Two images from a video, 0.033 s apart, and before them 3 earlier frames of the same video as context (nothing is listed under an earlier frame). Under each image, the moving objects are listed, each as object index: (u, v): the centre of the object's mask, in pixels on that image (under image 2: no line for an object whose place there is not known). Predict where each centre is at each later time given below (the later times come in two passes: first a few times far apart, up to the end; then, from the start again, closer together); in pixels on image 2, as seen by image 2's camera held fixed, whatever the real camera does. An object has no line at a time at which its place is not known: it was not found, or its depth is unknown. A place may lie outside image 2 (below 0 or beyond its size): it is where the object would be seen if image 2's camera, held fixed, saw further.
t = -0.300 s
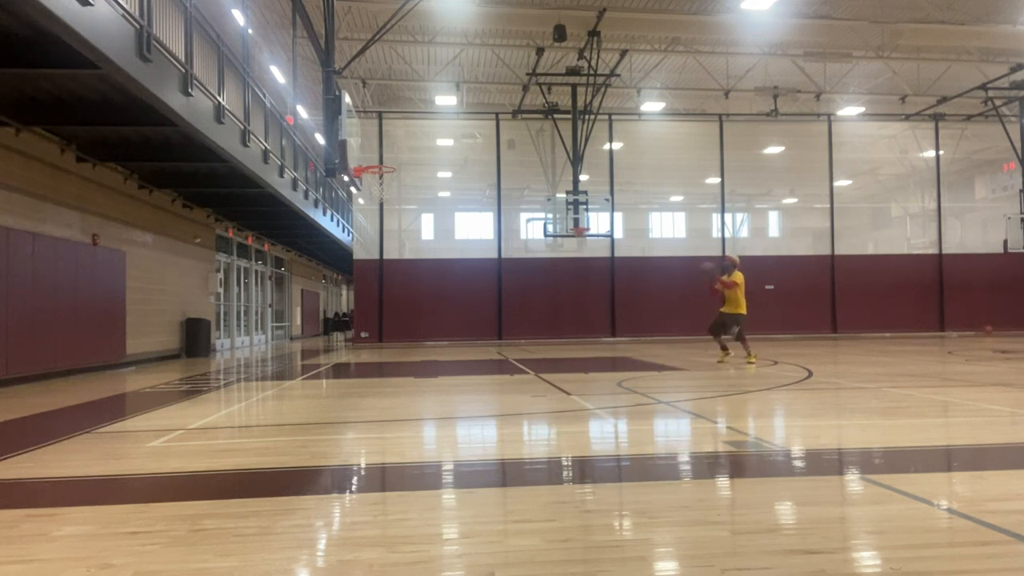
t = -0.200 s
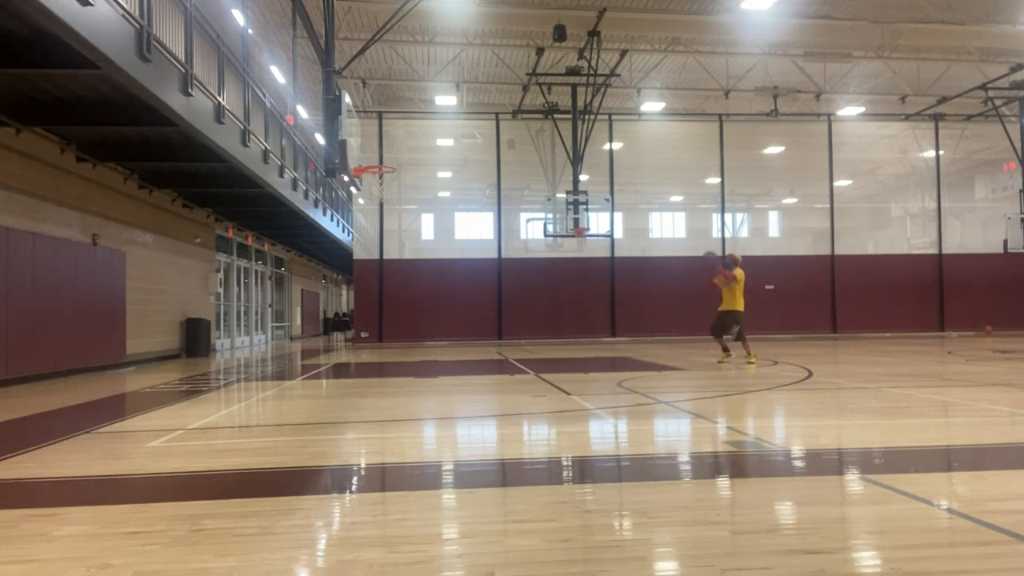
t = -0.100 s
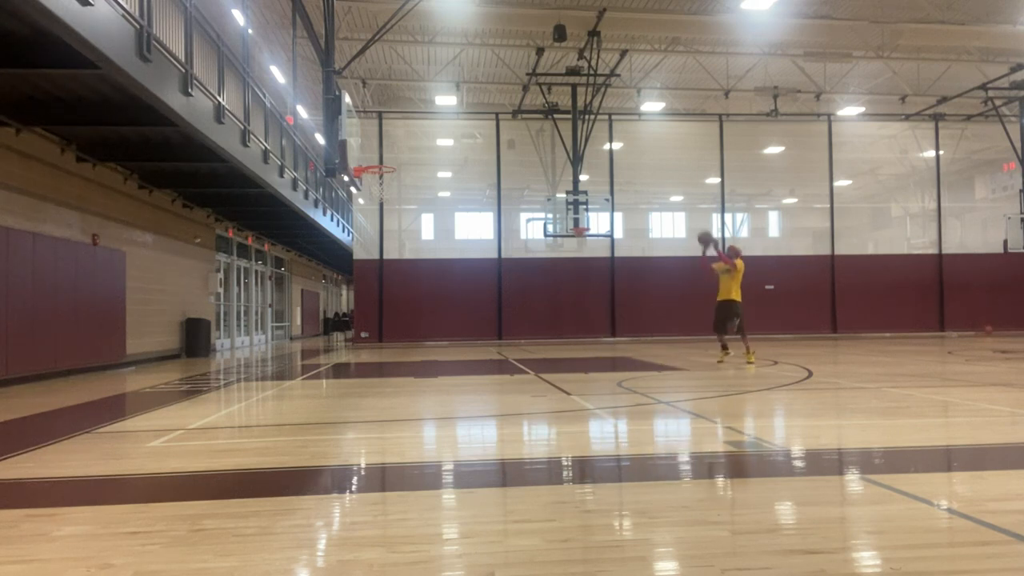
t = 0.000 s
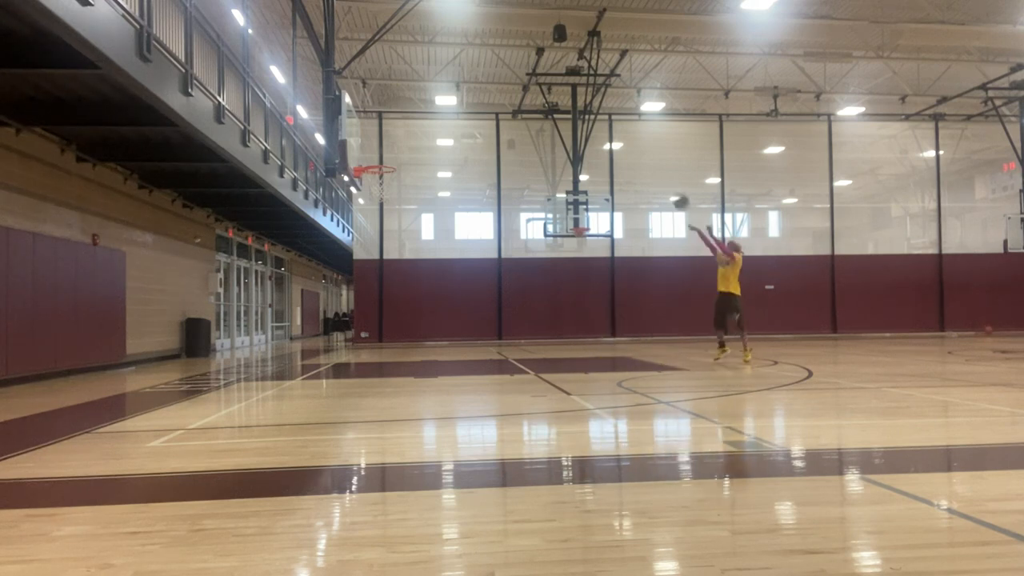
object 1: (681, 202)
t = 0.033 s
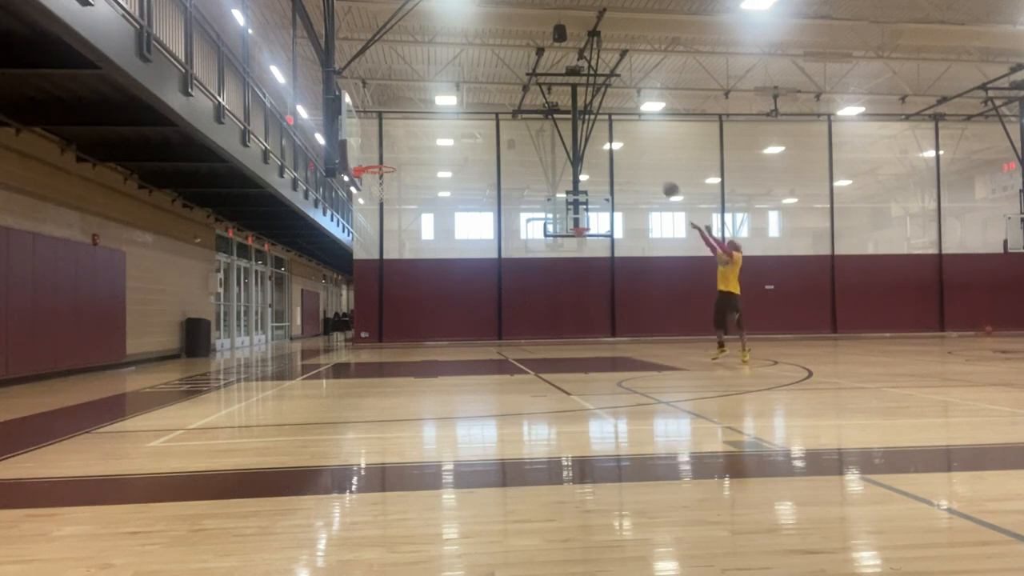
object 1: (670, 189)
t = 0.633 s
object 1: (500, 97)
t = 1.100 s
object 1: (375, 175)
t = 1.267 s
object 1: (370, 191)
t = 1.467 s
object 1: (382, 212)
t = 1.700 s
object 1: (397, 264)
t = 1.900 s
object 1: (408, 337)
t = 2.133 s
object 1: (423, 312)
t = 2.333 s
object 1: (435, 282)
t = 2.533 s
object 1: (446, 279)
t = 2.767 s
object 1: (462, 306)
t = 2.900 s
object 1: (470, 336)
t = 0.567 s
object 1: (518, 96)
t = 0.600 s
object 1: (510, 97)
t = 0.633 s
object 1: (500, 97)
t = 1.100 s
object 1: (375, 175)
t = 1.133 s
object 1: (370, 179)
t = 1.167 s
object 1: (367, 182)
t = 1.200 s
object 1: (368, 184)
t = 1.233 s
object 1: (369, 187)
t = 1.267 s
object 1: (370, 191)
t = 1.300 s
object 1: (371, 193)
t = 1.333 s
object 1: (373, 196)
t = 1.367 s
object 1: (375, 199)
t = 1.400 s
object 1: (377, 203)
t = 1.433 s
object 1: (380, 207)
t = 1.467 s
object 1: (382, 212)
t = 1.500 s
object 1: (384, 218)
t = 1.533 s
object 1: (385, 224)
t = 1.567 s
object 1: (388, 231)
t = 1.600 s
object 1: (390, 238)
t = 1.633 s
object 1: (392, 247)
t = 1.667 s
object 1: (394, 255)
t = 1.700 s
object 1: (397, 264)
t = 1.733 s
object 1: (399, 274)
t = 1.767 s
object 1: (402, 285)
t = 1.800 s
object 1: (404, 298)
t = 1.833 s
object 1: (406, 309)
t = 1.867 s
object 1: (407, 323)
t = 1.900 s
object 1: (408, 337)
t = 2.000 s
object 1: (414, 346)
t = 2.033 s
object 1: (416, 336)
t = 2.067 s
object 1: (419, 326)
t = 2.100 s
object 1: (421, 319)
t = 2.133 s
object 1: (423, 312)
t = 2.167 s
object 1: (424, 306)
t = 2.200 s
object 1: (427, 299)
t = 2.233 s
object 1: (429, 294)
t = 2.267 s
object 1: (431, 290)
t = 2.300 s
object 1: (432, 286)
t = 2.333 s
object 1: (435, 282)
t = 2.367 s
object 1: (437, 280)
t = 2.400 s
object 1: (439, 278)
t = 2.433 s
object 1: (441, 277)
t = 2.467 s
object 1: (443, 277)
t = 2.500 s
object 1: (445, 278)
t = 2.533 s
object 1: (446, 279)
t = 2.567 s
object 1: (449, 280)
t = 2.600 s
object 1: (450, 282)
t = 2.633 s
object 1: (453, 285)
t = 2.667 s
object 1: (455, 289)
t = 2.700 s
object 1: (457, 294)
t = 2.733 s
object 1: (460, 299)
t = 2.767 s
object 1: (462, 306)
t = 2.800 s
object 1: (464, 312)
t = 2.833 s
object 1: (466, 318)
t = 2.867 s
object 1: (469, 327)
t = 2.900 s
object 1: (470, 336)
